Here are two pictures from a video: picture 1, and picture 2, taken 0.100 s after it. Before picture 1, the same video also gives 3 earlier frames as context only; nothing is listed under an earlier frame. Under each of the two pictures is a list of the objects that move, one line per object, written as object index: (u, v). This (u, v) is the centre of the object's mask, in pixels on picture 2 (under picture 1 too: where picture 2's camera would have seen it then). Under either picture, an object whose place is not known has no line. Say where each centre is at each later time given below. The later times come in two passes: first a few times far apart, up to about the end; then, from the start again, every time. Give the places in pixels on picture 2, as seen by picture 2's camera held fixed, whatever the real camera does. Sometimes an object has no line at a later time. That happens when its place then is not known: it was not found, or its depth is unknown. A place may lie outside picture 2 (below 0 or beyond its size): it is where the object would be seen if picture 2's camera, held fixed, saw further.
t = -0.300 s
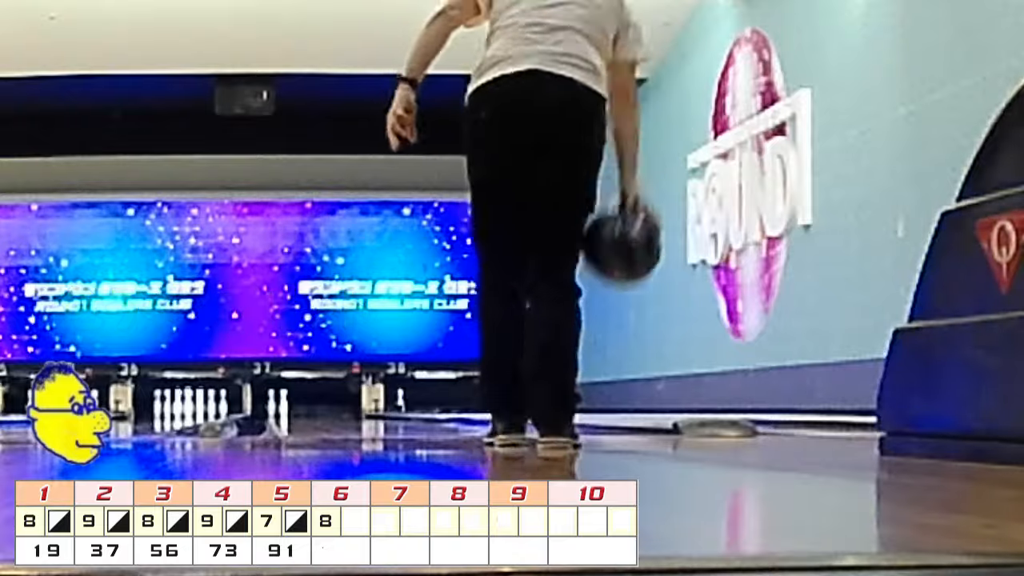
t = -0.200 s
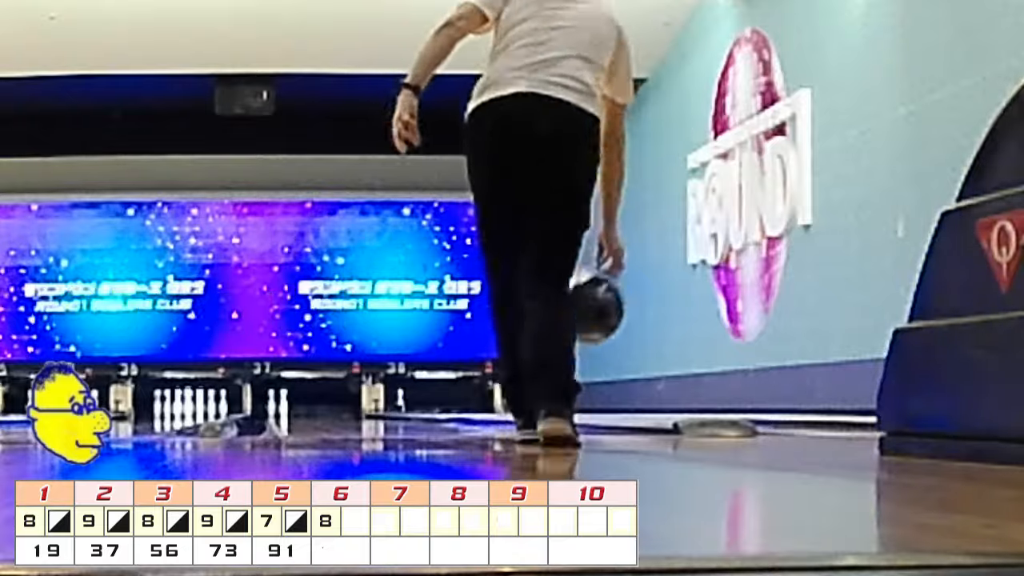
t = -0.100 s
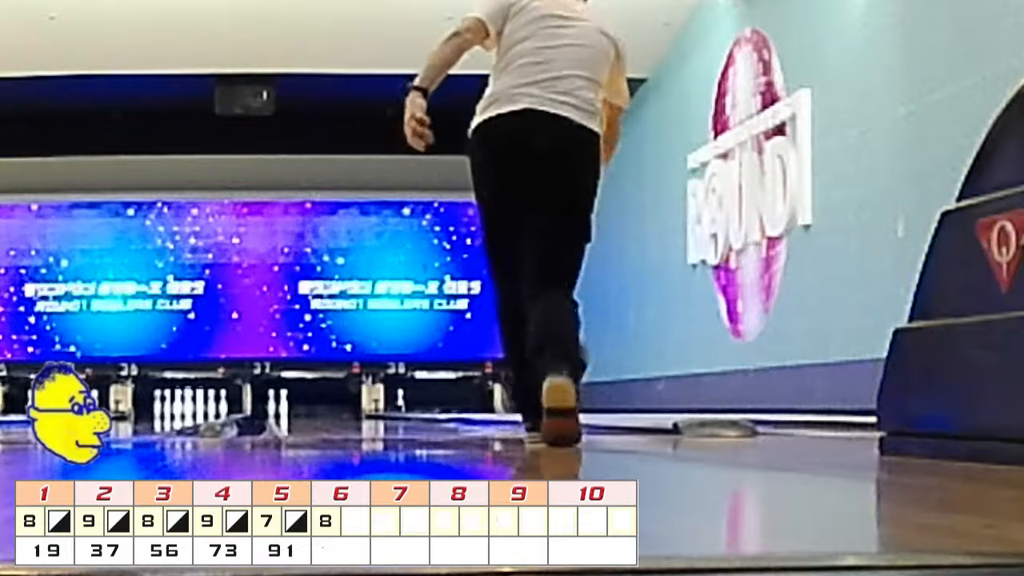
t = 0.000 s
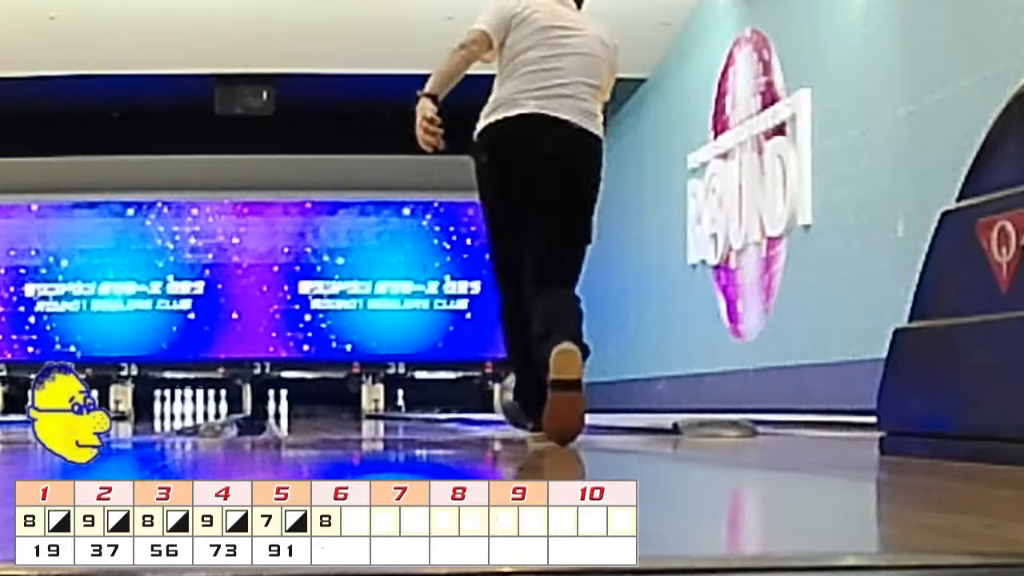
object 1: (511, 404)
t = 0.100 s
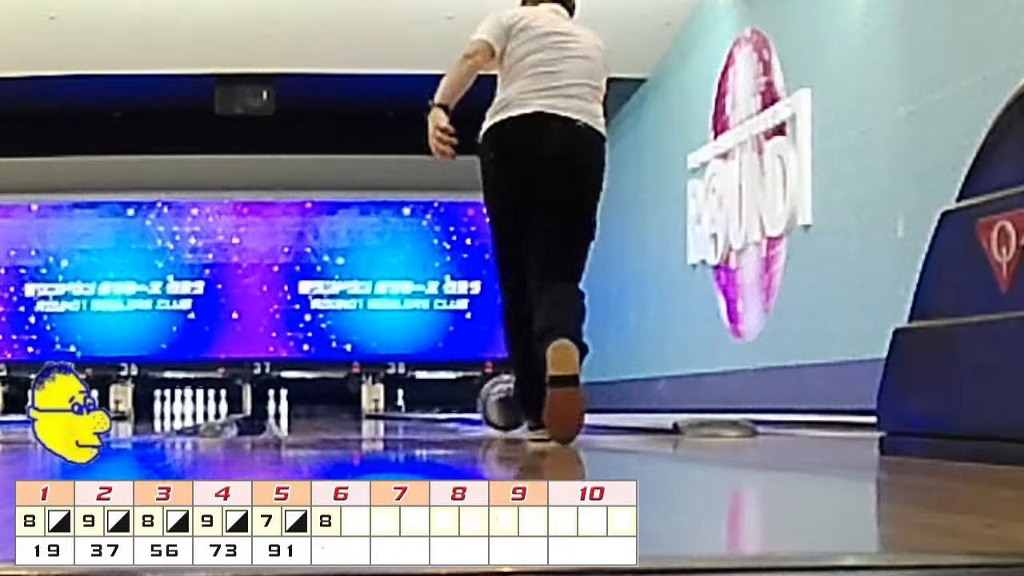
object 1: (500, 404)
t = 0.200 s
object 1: (486, 404)
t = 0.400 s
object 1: (455, 405)
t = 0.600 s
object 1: (432, 406)
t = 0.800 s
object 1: (412, 405)
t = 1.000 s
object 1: (398, 406)
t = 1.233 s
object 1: (382, 406)
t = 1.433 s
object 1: (369, 408)
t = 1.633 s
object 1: (358, 409)
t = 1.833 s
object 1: (350, 410)
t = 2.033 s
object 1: (343, 408)
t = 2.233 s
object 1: (335, 407)
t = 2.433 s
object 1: (329, 409)
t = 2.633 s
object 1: (322, 410)
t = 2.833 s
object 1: (314, 410)
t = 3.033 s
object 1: (308, 411)
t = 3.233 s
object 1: (299, 407)
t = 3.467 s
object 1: (293, 409)
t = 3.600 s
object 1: (286, 410)
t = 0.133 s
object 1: (496, 404)
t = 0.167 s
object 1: (491, 404)
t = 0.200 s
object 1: (486, 404)
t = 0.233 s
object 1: (480, 404)
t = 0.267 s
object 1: (474, 404)
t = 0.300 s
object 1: (469, 404)
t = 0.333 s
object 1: (465, 404)
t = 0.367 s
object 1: (460, 405)
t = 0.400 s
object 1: (455, 405)
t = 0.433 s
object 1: (451, 405)
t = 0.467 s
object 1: (446, 405)
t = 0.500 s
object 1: (443, 405)
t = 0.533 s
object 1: (439, 405)
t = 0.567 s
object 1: (435, 406)
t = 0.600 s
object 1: (432, 406)
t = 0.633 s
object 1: (428, 405)
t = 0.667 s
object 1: (425, 405)
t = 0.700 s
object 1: (422, 405)
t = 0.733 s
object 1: (419, 405)
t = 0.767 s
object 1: (415, 405)
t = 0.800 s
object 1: (412, 405)
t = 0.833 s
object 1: (409, 405)
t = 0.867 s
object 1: (407, 405)
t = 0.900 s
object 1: (405, 405)
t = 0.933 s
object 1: (402, 406)
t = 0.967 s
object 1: (400, 406)
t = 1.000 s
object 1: (398, 406)
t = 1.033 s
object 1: (395, 406)
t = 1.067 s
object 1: (393, 406)
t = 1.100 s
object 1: (389, 406)
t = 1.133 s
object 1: (389, 406)
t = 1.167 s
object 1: (388, 406)
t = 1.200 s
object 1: (384, 407)
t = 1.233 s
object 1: (382, 406)
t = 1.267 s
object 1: (379, 407)
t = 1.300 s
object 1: (377, 407)
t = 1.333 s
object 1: (375, 407)
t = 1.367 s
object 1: (372, 408)
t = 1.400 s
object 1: (371, 408)
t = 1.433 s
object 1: (369, 408)
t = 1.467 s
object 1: (367, 410)
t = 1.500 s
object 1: (366, 408)
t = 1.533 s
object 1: (363, 409)
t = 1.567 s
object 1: (361, 409)
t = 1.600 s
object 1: (361, 409)
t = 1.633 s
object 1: (358, 409)
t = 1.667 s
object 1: (357, 409)
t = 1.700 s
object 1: (357, 409)
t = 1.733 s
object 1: (355, 408)
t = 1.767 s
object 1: (353, 409)
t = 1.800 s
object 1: (353, 409)
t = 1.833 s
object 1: (350, 410)
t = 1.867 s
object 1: (349, 409)
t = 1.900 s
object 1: (349, 408)
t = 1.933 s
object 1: (347, 409)
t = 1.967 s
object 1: (345, 409)
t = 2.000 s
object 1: (345, 408)
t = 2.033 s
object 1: (343, 408)
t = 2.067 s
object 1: (341, 409)
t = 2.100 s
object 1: (339, 408)
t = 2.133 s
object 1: (339, 408)
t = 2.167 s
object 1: (337, 410)
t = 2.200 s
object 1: (336, 409)
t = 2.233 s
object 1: (335, 407)
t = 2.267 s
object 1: (333, 409)
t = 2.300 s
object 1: (333, 409)
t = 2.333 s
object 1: (332, 407)
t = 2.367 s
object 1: (330, 410)
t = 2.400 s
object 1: (331, 410)
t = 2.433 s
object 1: (329, 409)
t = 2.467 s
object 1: (326, 411)
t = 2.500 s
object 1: (326, 408)
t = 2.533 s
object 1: (324, 410)
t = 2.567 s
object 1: (324, 410)
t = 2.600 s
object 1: (322, 410)
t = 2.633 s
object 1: (322, 410)
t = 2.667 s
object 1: (322, 410)
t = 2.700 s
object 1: (319, 409)
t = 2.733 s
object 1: (318, 410)
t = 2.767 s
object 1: (316, 410)
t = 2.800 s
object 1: (316, 410)
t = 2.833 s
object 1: (314, 410)
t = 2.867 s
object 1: (314, 411)
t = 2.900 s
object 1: (312, 410)
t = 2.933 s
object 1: (311, 411)
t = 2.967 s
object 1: (309, 411)
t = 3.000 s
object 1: (309, 411)
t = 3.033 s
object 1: (308, 411)
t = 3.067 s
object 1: (307, 410)
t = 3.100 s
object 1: (304, 410)
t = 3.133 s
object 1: (302, 410)
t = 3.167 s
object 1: (301, 408)
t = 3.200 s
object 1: (300, 410)
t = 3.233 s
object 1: (299, 407)
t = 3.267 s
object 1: (297, 409)
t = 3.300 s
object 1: (297, 410)
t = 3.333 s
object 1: (297, 409)
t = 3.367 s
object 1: (295, 409)
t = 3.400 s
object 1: (294, 408)
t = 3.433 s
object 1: (294, 409)
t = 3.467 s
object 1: (293, 409)
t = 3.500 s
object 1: (291, 409)
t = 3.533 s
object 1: (289, 409)
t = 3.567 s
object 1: (287, 410)
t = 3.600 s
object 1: (286, 410)
